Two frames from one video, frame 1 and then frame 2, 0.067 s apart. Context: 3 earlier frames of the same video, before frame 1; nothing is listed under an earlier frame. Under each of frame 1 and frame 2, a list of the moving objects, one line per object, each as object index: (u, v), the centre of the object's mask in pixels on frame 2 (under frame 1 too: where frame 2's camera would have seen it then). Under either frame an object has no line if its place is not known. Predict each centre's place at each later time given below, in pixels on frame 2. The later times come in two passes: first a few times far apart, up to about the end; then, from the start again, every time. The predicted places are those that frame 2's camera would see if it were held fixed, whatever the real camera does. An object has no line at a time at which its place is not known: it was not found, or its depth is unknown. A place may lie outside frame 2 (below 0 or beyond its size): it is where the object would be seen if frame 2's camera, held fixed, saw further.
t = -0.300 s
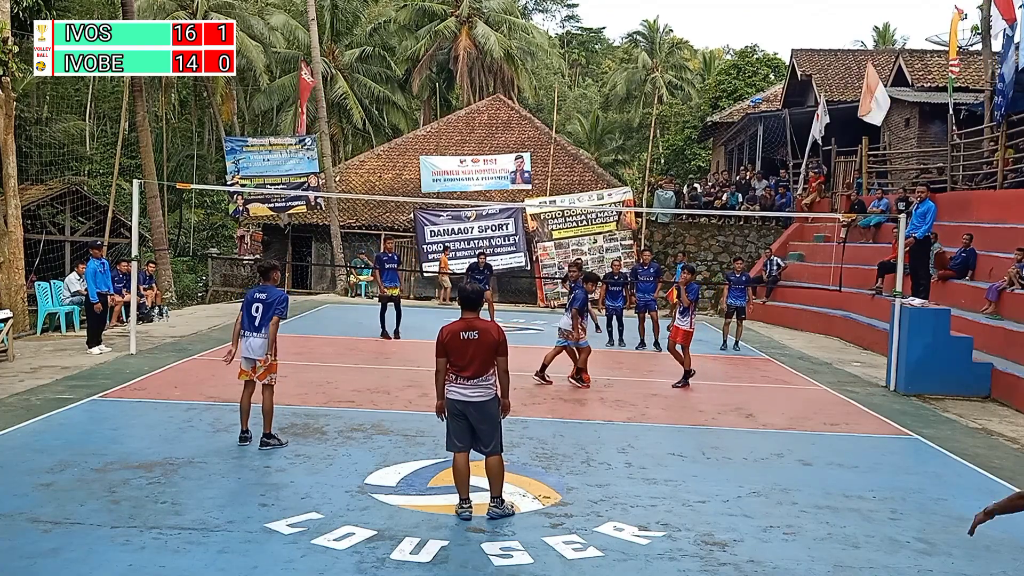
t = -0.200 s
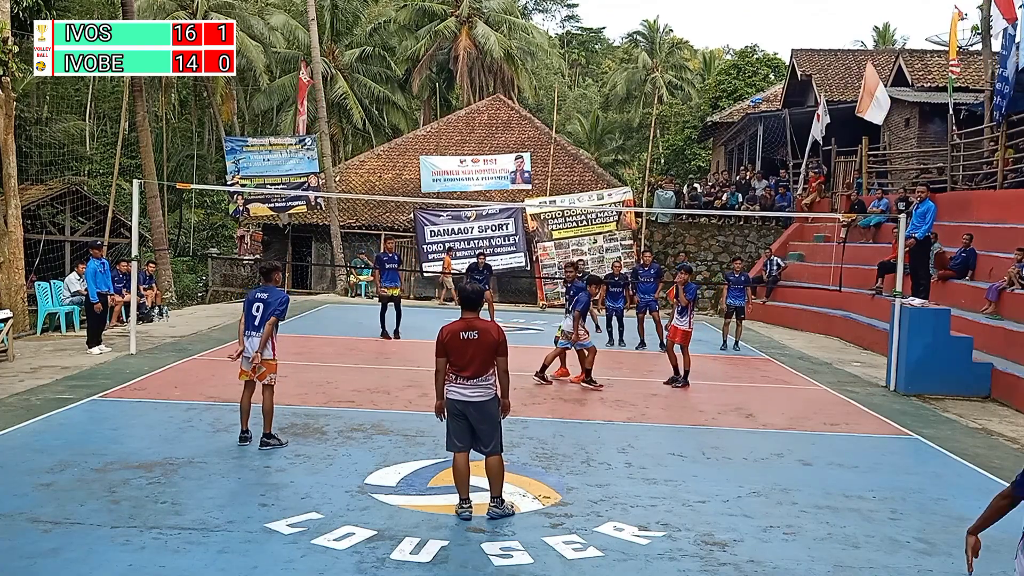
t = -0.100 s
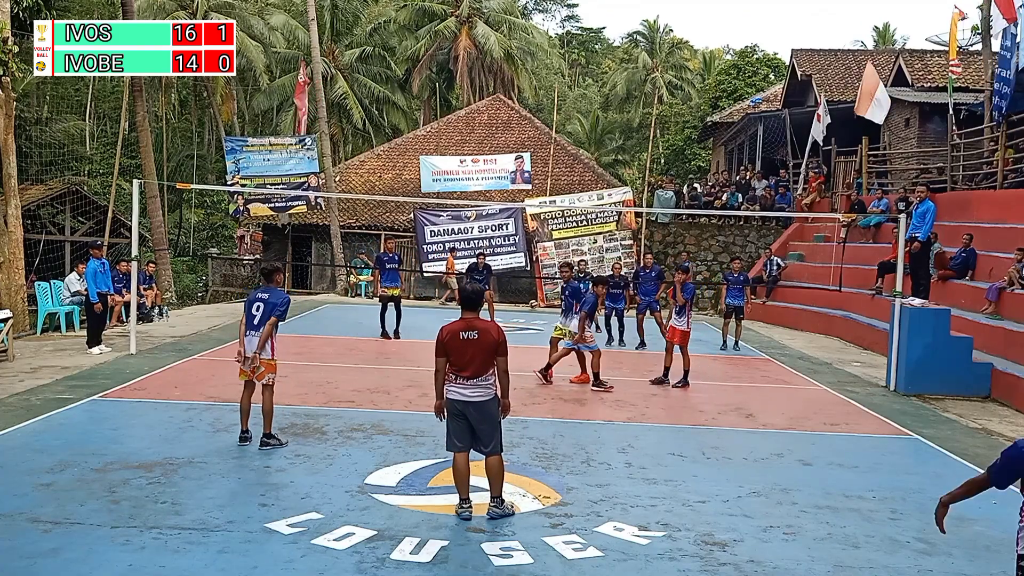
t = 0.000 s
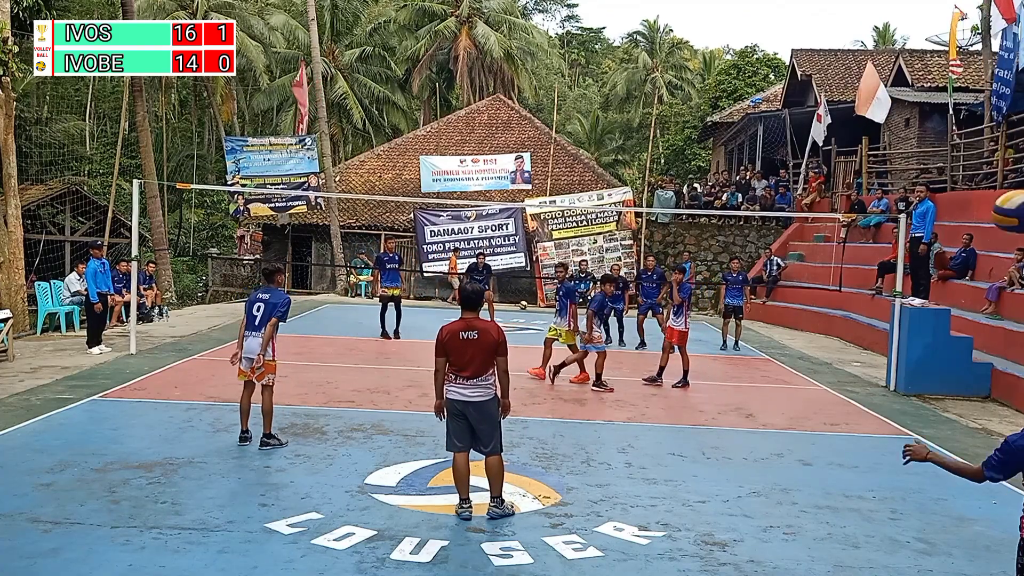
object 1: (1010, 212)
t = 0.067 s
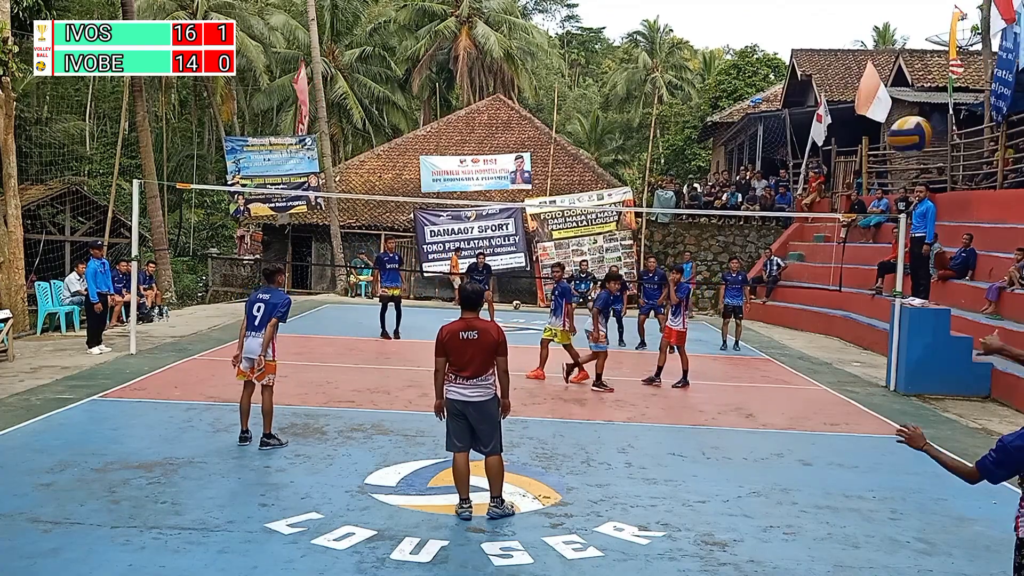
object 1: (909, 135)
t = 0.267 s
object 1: (708, 34)
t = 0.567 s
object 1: (556, 28)
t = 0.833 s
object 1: (480, 84)
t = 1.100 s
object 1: (431, 167)
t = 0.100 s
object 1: (866, 108)
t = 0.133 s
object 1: (827, 85)
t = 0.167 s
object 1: (793, 68)
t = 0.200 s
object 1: (762, 53)
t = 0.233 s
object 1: (734, 43)
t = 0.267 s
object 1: (708, 34)
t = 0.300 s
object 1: (685, 28)
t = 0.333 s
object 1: (664, 23)
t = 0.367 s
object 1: (645, 20)
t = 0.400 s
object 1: (628, 19)
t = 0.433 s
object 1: (611, 18)
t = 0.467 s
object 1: (596, 19)
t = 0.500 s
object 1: (582, 21)
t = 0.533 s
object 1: (569, 23)
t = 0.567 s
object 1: (556, 28)
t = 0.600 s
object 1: (545, 32)
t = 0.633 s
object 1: (535, 38)
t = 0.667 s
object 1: (525, 44)
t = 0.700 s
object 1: (515, 51)
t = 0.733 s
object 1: (505, 58)
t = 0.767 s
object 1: (497, 66)
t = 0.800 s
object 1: (488, 75)
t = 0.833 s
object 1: (480, 84)
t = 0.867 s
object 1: (472, 94)
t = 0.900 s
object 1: (465, 103)
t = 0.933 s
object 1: (458, 112)
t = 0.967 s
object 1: (452, 122)
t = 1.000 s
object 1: (446, 133)
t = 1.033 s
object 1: (441, 143)
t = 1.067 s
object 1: (436, 155)
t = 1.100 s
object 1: (431, 167)
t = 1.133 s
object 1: (426, 178)
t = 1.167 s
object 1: (421, 188)
